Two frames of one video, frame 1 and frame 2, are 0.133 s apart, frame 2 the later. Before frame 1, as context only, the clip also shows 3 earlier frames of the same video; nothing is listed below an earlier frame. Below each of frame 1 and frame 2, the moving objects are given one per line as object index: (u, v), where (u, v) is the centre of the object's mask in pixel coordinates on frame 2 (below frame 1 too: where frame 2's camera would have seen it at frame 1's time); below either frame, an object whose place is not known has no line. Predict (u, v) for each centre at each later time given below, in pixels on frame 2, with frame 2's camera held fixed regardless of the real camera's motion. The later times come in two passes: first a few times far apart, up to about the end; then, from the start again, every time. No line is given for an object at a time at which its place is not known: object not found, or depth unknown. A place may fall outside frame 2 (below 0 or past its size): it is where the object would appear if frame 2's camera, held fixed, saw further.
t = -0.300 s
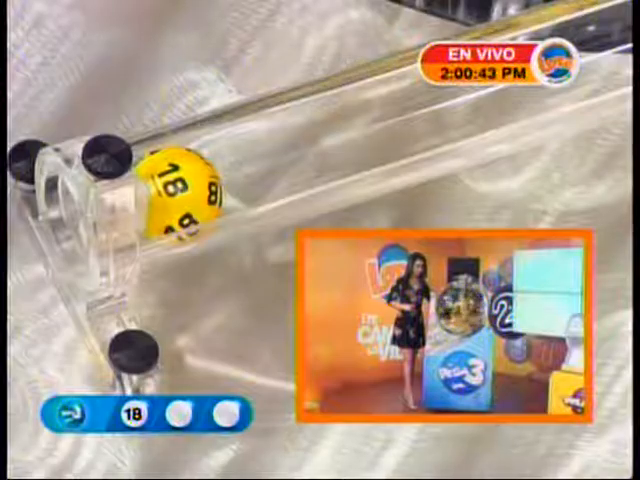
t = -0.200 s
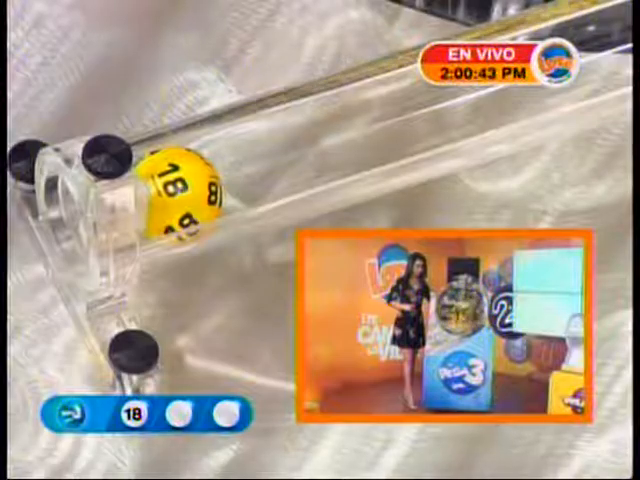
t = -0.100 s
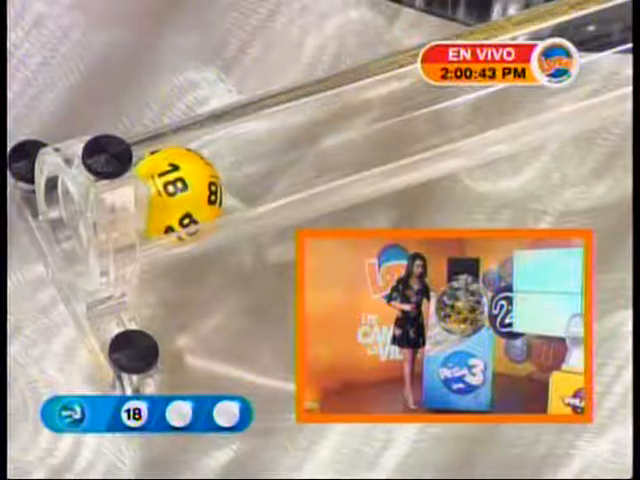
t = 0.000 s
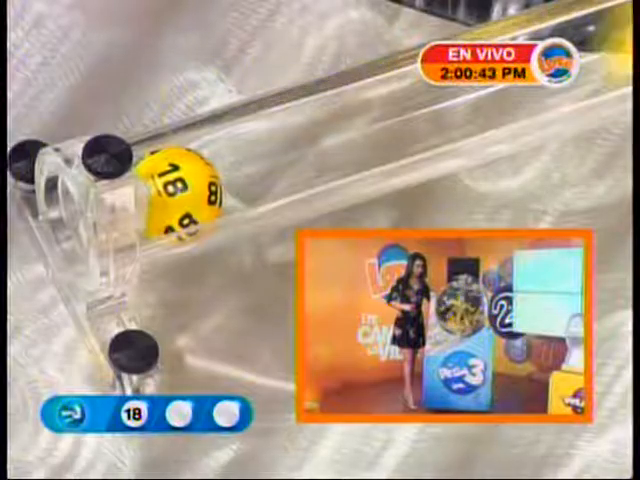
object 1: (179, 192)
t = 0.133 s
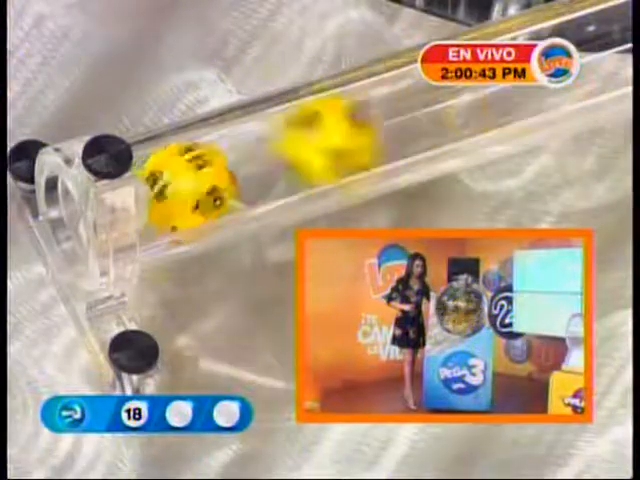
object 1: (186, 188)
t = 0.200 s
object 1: (184, 188)
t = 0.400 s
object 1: (179, 190)
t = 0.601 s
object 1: (179, 190)
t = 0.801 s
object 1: (179, 194)
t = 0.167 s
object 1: (187, 188)
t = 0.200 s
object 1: (184, 188)
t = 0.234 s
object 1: (180, 188)
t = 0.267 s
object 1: (180, 190)
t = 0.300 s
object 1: (179, 189)
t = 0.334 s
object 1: (180, 190)
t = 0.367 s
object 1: (179, 190)
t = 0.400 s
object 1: (179, 190)
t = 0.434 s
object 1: (179, 190)
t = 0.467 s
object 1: (179, 190)
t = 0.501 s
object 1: (179, 190)
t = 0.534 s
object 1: (179, 190)
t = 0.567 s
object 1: (180, 193)
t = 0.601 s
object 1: (179, 190)
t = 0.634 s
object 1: (179, 191)
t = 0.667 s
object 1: (179, 191)
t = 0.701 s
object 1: (182, 192)
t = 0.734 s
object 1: (181, 194)
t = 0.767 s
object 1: (179, 194)
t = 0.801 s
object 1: (179, 194)
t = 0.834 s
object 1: (179, 195)
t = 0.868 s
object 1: (178, 194)
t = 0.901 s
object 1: (179, 194)
